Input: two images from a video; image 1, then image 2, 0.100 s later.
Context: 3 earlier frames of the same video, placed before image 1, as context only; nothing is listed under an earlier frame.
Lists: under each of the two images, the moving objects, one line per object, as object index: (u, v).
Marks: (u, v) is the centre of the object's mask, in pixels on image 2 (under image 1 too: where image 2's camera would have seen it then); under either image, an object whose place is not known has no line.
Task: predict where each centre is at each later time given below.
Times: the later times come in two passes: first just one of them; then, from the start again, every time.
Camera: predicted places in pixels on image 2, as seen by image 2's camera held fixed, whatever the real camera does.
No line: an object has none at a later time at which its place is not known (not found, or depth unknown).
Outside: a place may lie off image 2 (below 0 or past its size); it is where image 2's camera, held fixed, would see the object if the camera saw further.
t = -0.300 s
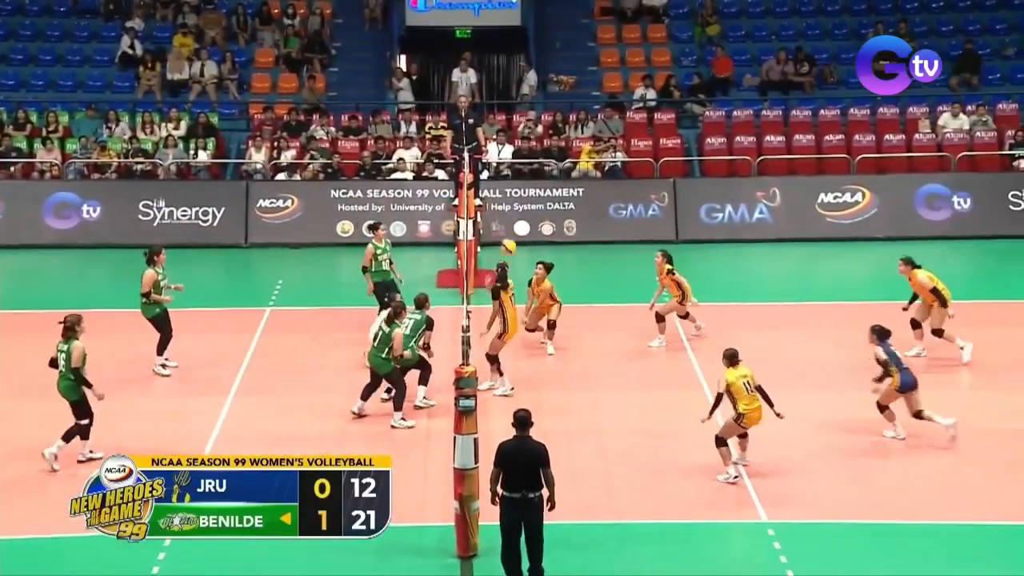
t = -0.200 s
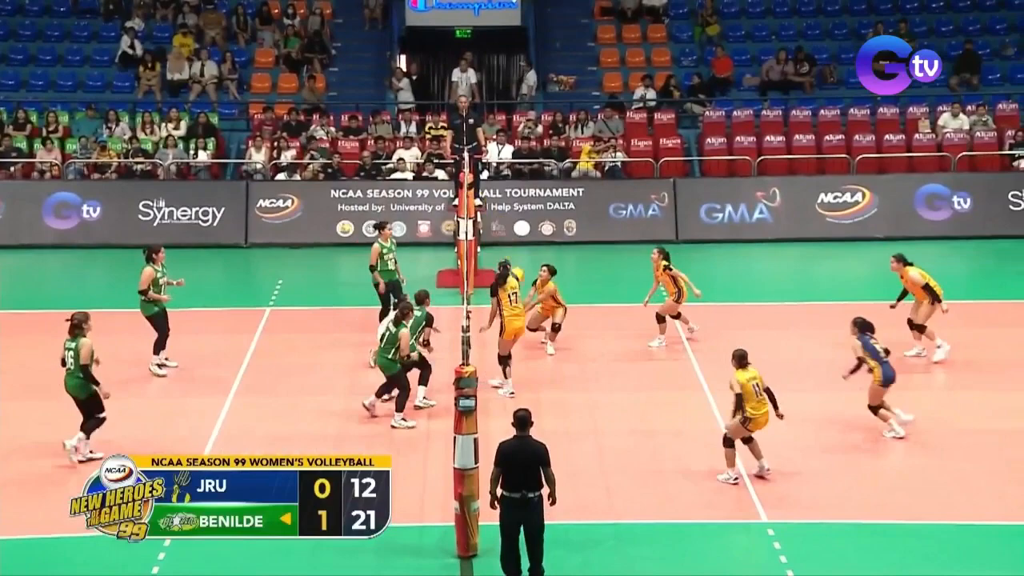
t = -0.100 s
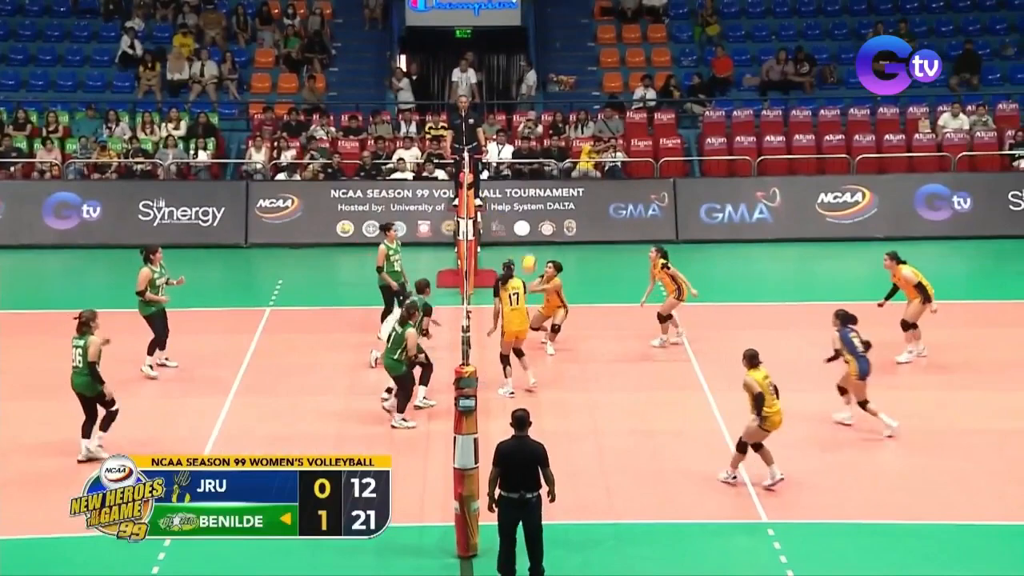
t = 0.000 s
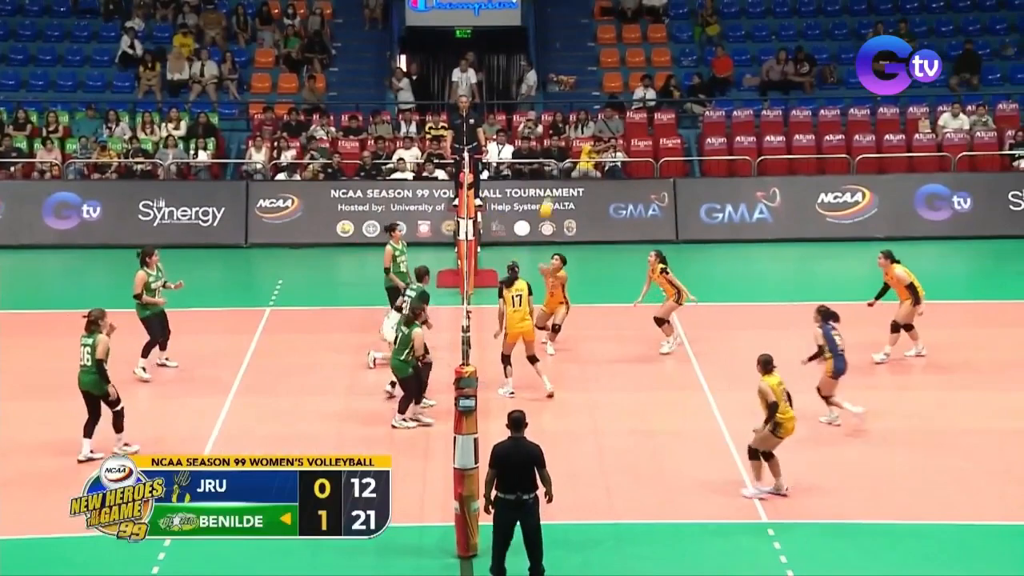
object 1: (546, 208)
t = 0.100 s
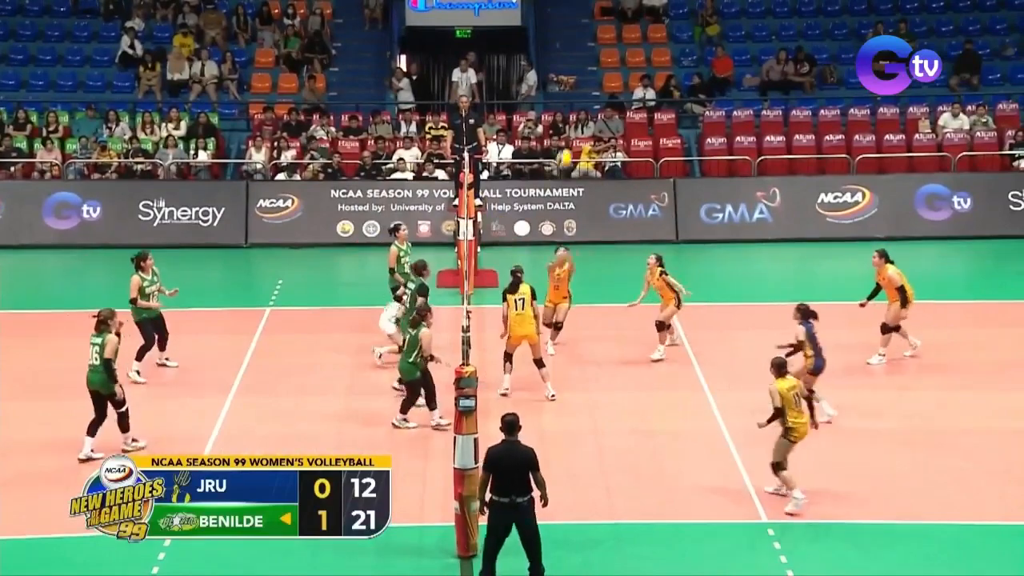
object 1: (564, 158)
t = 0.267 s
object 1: (594, 92)
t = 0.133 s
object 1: (570, 143)
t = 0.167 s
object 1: (577, 129)
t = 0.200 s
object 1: (583, 116)
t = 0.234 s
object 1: (589, 103)
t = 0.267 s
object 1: (594, 92)
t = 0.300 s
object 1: (600, 81)
